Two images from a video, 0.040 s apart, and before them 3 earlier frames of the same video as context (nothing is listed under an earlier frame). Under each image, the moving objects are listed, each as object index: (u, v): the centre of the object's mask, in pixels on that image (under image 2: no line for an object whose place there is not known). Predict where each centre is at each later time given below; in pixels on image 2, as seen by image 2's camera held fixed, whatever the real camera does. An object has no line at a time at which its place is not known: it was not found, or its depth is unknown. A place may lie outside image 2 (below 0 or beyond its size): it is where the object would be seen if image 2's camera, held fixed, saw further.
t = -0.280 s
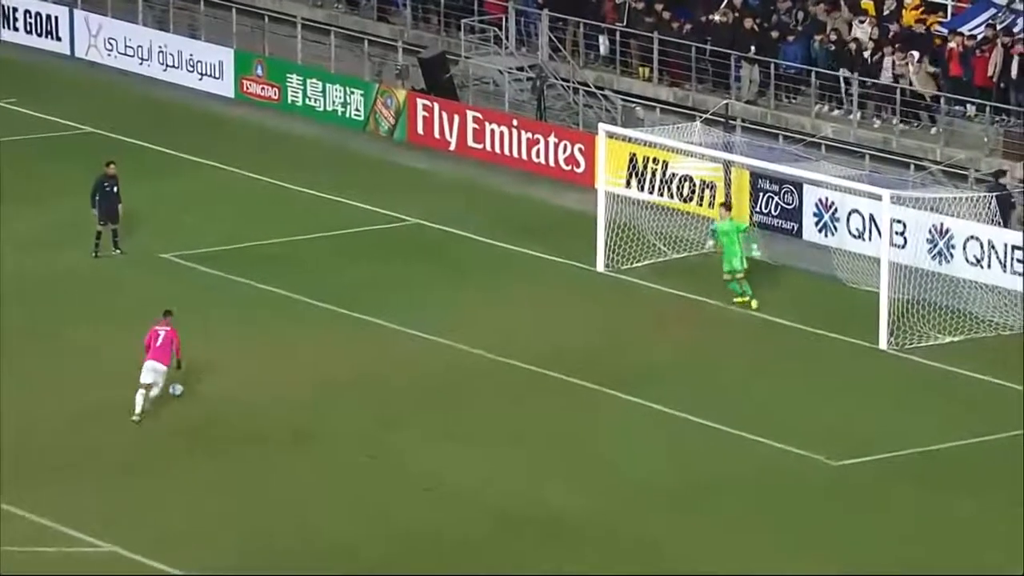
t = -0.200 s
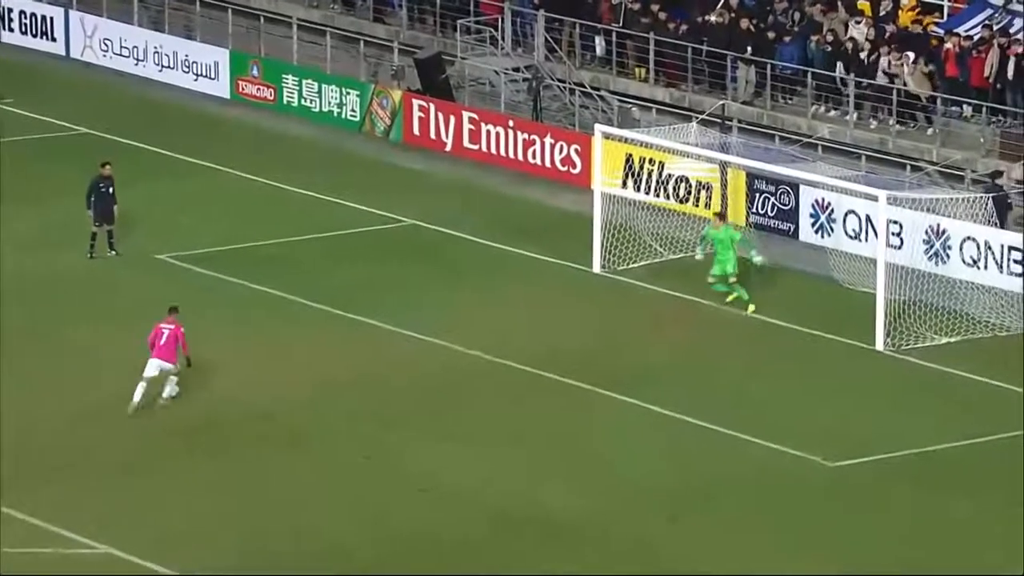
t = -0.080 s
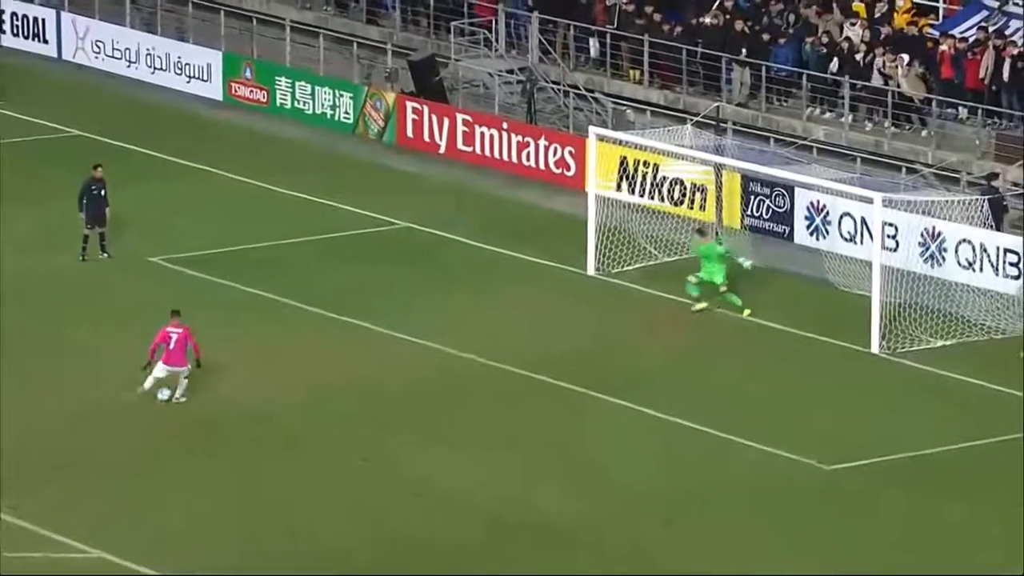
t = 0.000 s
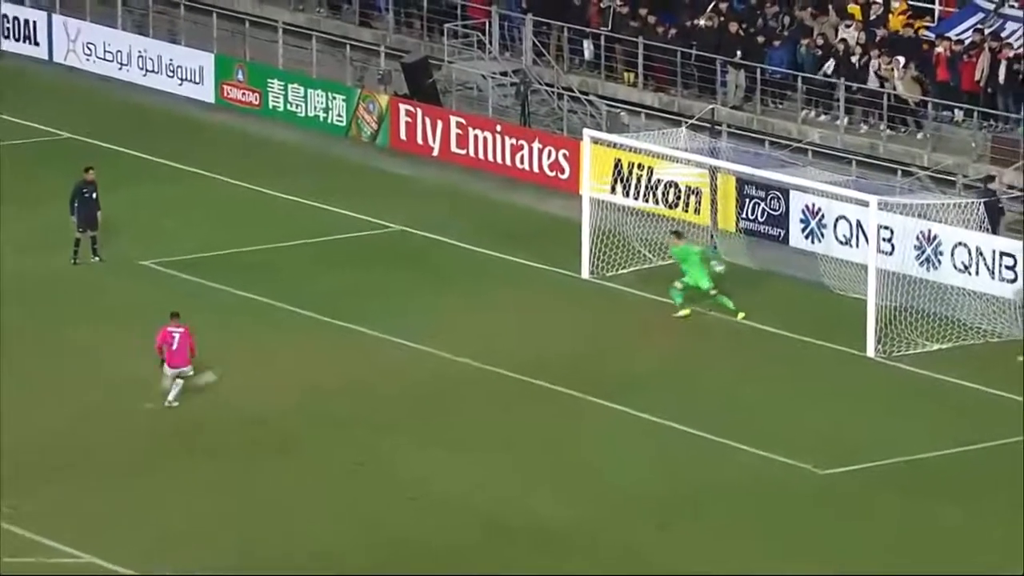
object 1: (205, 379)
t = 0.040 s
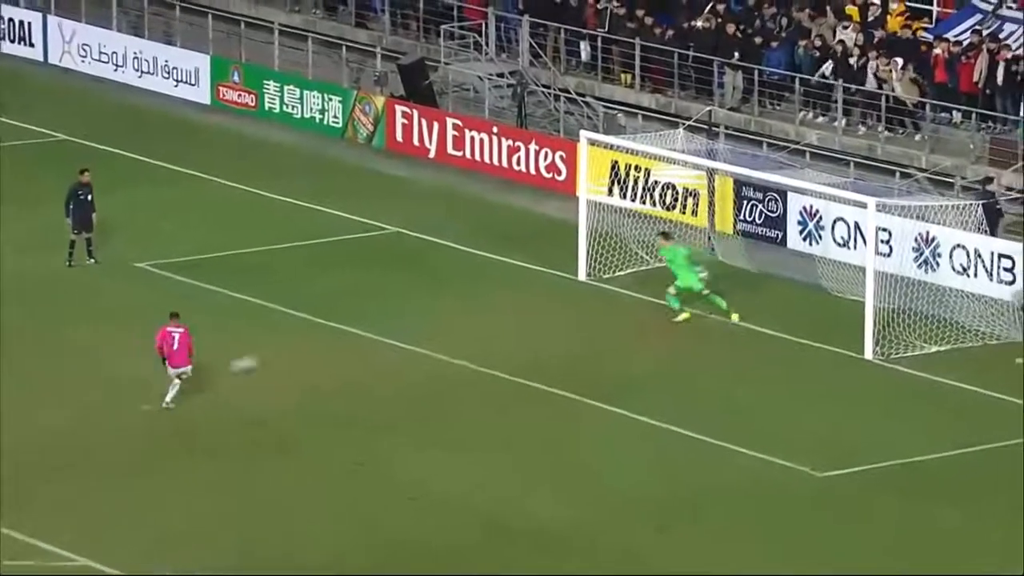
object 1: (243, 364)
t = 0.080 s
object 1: (294, 345)
